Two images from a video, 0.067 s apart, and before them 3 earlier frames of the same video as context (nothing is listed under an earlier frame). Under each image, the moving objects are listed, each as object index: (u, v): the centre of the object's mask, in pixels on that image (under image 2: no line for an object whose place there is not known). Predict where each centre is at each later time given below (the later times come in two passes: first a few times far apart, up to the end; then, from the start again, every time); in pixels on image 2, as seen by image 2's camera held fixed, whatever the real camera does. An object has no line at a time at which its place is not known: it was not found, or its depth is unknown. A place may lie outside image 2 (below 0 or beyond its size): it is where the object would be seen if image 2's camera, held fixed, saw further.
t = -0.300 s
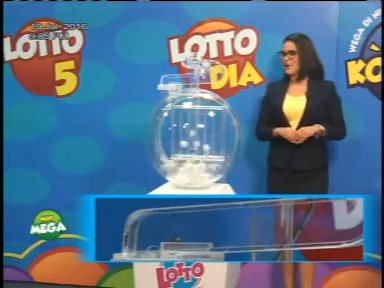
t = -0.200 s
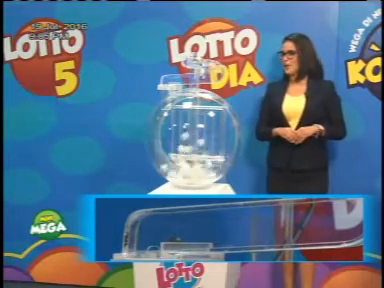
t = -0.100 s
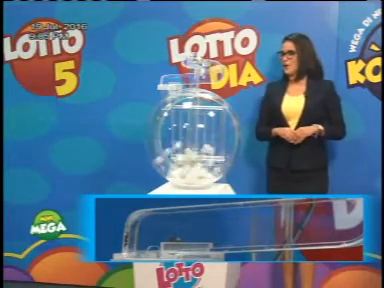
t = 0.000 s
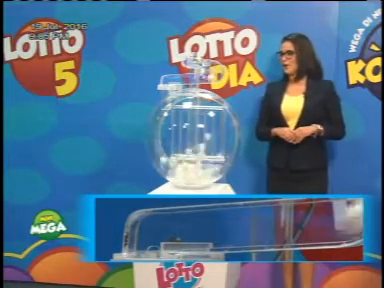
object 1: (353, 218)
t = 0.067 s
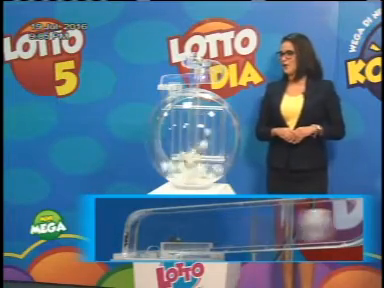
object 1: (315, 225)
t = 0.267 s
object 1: (230, 229)
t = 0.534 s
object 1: (149, 235)
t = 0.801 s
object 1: (149, 236)
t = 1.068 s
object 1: (148, 236)
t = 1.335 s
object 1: (148, 236)
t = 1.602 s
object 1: (148, 236)
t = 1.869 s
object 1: (148, 236)
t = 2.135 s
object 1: (150, 236)
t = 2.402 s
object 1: (150, 236)
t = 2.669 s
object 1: (149, 236)
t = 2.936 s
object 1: (156, 236)
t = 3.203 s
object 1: (156, 236)
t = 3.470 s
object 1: (156, 236)
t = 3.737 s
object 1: (156, 237)
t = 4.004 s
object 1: (156, 237)
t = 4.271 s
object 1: (153, 235)
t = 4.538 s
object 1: (156, 236)
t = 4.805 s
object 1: (156, 236)
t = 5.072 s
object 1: (156, 236)
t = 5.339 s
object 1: (156, 236)
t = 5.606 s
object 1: (156, 236)
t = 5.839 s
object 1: (156, 236)
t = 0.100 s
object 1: (299, 225)
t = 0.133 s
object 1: (282, 227)
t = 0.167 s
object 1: (267, 227)
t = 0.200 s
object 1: (255, 227)
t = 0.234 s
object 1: (242, 229)
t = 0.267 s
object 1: (230, 229)
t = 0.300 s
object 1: (218, 229)
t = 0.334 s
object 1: (207, 230)
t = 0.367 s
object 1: (194, 231)
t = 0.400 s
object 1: (183, 230)
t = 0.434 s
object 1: (172, 232)
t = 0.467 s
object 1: (161, 233)
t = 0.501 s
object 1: (152, 233)
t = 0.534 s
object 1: (149, 235)
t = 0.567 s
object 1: (150, 235)
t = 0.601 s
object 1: (151, 235)
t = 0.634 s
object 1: (151, 235)
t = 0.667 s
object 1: (151, 235)
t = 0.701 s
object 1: (150, 235)
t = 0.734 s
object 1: (150, 236)
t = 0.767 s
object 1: (149, 236)
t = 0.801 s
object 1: (149, 236)
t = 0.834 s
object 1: (149, 236)
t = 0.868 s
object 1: (149, 236)
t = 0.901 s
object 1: (149, 236)
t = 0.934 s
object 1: (149, 236)
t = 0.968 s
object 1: (149, 236)
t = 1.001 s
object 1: (149, 236)
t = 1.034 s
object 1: (148, 236)
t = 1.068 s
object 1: (148, 236)
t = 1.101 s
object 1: (148, 236)
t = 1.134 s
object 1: (148, 236)
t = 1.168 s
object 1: (148, 236)
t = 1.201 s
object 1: (148, 236)
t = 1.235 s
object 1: (148, 236)
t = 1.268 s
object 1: (148, 236)
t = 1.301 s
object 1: (148, 236)
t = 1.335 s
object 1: (148, 236)
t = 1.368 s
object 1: (148, 236)
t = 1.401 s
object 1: (148, 236)
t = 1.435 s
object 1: (148, 236)
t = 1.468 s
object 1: (148, 236)
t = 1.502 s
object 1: (148, 236)
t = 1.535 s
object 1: (148, 236)
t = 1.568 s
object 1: (148, 236)
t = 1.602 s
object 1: (148, 236)
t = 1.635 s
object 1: (148, 236)
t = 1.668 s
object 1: (148, 236)
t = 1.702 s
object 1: (148, 236)
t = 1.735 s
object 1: (148, 236)
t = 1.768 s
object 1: (148, 236)
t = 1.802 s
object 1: (148, 236)
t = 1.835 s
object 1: (148, 236)
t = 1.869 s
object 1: (148, 236)
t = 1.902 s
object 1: (148, 236)
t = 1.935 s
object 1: (148, 236)
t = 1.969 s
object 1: (148, 236)
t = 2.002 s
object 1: (149, 236)
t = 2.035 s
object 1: (149, 235)
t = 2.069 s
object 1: (150, 236)
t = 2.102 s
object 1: (150, 236)
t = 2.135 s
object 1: (150, 236)
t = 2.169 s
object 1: (150, 236)
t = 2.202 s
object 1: (151, 236)
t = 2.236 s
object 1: (151, 236)
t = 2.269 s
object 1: (151, 236)
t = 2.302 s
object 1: (151, 236)
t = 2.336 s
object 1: (151, 236)
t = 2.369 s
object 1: (151, 236)
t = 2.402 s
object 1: (150, 236)
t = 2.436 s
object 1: (150, 236)
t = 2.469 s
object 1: (150, 236)
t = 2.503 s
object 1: (149, 236)
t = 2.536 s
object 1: (149, 236)
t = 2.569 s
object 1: (149, 236)
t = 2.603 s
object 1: (149, 236)
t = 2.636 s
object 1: (149, 236)
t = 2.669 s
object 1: (149, 236)
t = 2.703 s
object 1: (149, 235)
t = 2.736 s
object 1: (151, 233)
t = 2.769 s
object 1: (152, 234)
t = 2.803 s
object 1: (152, 235)
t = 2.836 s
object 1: (154, 235)
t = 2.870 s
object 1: (156, 236)
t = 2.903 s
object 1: (156, 236)
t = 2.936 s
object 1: (156, 236)
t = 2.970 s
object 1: (156, 236)
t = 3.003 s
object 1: (156, 236)
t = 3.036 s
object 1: (156, 236)
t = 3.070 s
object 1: (156, 236)
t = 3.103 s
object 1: (156, 236)
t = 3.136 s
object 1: (156, 236)
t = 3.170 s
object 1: (156, 236)
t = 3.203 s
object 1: (156, 236)
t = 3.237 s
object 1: (156, 236)
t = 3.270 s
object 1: (156, 236)
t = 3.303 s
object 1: (156, 236)
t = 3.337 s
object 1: (156, 236)
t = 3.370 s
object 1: (156, 236)
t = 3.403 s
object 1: (156, 236)
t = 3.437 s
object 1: (156, 236)
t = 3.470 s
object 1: (156, 236)
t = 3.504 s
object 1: (156, 236)
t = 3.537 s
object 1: (156, 236)
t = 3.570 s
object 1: (156, 237)
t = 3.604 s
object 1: (156, 237)
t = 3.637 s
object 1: (156, 237)
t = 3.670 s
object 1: (156, 237)
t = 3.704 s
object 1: (156, 237)
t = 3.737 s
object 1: (156, 237)
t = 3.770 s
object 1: (156, 237)
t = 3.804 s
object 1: (156, 236)
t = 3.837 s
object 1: (156, 237)
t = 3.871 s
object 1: (156, 236)
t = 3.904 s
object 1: (156, 237)
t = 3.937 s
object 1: (156, 236)
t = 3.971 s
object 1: (156, 236)
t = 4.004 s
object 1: (156, 237)
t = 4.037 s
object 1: (156, 237)
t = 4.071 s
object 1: (156, 236)
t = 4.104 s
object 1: (156, 236)
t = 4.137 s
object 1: (151, 235)
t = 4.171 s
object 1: (152, 235)
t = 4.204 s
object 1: (153, 235)
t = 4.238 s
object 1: (153, 235)
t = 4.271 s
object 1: (153, 235)
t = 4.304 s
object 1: (154, 235)
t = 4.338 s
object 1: (155, 236)
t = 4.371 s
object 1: (155, 236)
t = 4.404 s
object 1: (155, 236)
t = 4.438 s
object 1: (156, 236)
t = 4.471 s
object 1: (156, 236)
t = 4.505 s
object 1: (156, 236)
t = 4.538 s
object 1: (156, 236)
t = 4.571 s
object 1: (156, 236)
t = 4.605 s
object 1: (156, 236)
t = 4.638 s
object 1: (156, 236)
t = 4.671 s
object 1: (156, 236)
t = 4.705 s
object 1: (156, 236)
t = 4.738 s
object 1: (156, 236)
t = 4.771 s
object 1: (156, 236)
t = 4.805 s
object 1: (156, 236)
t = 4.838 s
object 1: (156, 236)
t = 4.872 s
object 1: (156, 236)
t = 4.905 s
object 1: (156, 236)
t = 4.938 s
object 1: (156, 236)
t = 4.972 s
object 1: (156, 236)
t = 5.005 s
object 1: (156, 236)
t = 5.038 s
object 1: (156, 236)
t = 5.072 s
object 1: (156, 236)
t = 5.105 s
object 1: (156, 236)
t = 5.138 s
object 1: (156, 236)
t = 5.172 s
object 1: (156, 236)
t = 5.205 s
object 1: (156, 236)
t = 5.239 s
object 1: (156, 236)
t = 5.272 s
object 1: (156, 236)
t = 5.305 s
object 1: (156, 236)
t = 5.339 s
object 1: (156, 236)
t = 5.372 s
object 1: (156, 236)
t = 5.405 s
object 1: (156, 236)
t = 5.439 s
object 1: (156, 236)
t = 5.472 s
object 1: (156, 236)
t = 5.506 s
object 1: (156, 236)
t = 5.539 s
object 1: (156, 236)
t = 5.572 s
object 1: (156, 236)
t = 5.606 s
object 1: (156, 236)
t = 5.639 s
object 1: (156, 236)
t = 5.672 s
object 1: (156, 236)
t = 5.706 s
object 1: (156, 236)
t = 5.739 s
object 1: (155, 235)
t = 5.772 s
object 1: (155, 235)
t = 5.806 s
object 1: (155, 236)
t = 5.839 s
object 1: (156, 236)
